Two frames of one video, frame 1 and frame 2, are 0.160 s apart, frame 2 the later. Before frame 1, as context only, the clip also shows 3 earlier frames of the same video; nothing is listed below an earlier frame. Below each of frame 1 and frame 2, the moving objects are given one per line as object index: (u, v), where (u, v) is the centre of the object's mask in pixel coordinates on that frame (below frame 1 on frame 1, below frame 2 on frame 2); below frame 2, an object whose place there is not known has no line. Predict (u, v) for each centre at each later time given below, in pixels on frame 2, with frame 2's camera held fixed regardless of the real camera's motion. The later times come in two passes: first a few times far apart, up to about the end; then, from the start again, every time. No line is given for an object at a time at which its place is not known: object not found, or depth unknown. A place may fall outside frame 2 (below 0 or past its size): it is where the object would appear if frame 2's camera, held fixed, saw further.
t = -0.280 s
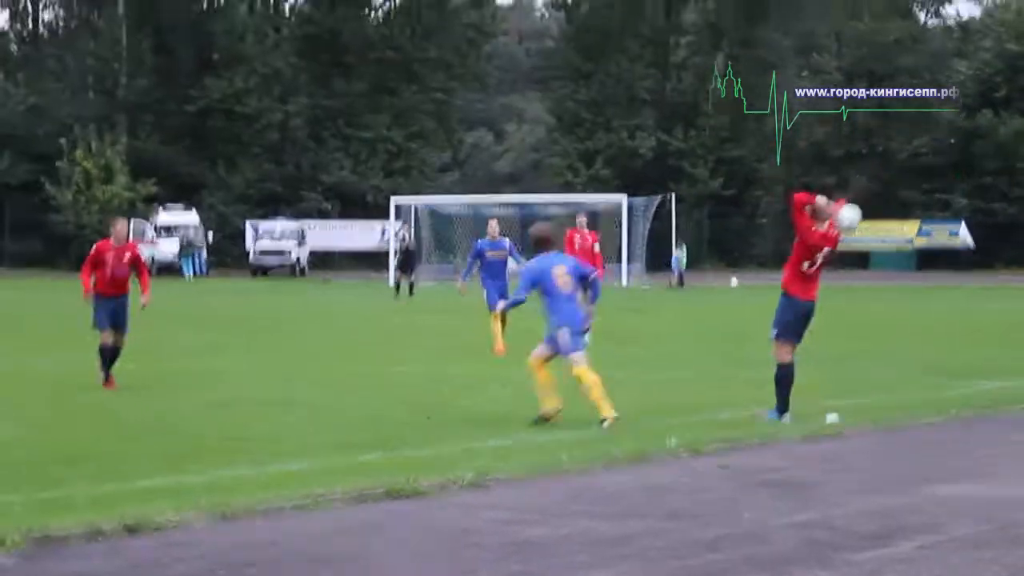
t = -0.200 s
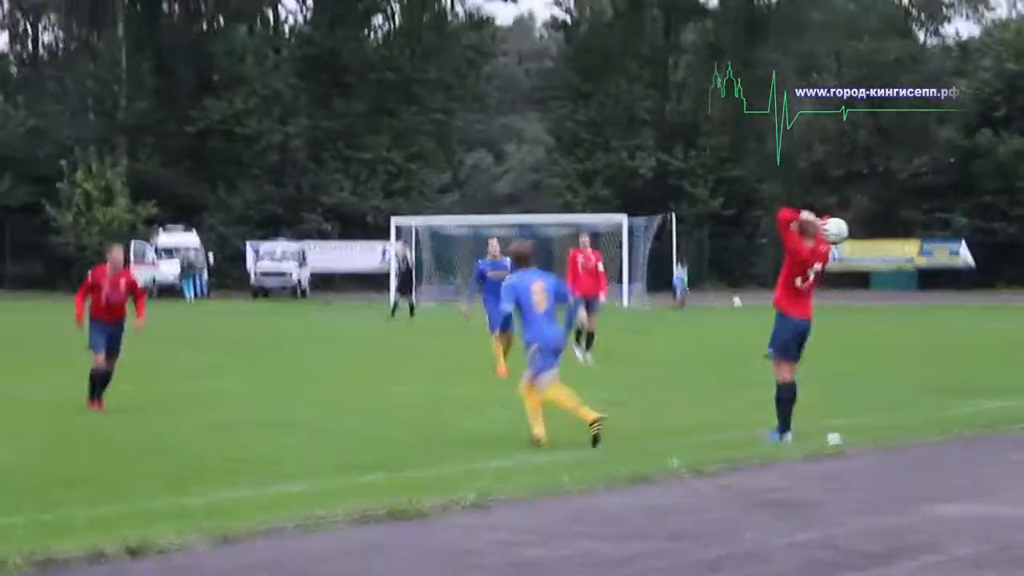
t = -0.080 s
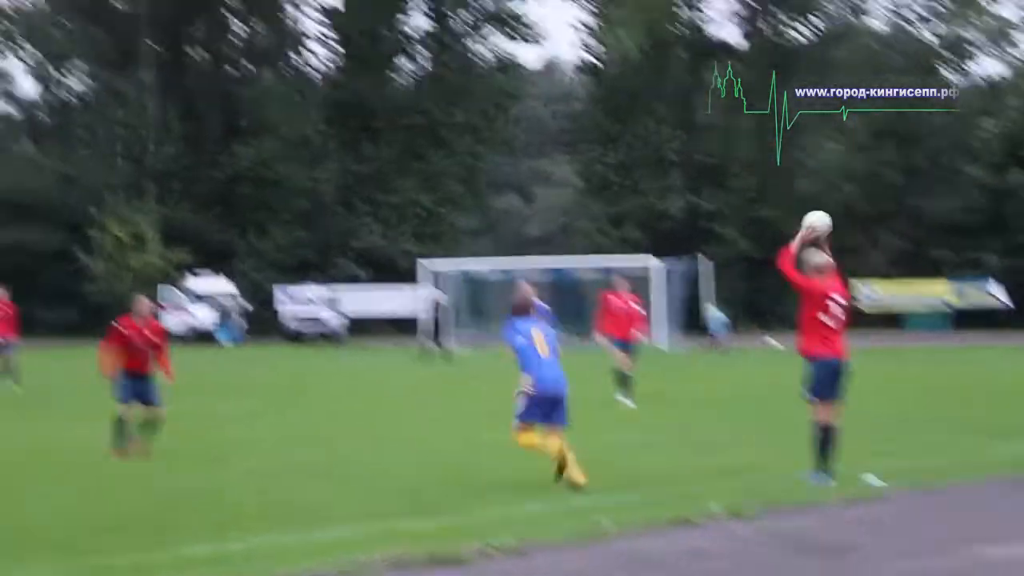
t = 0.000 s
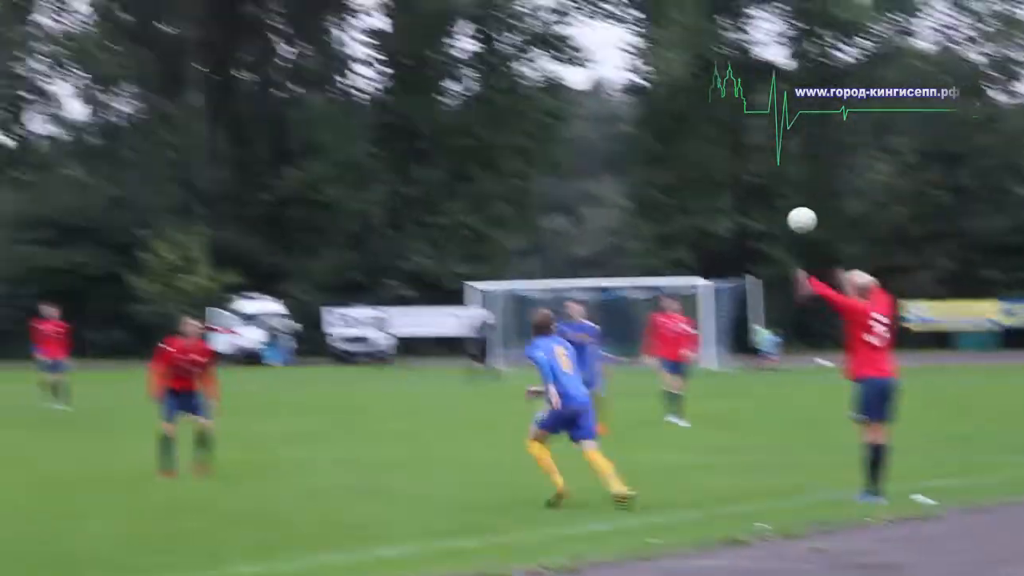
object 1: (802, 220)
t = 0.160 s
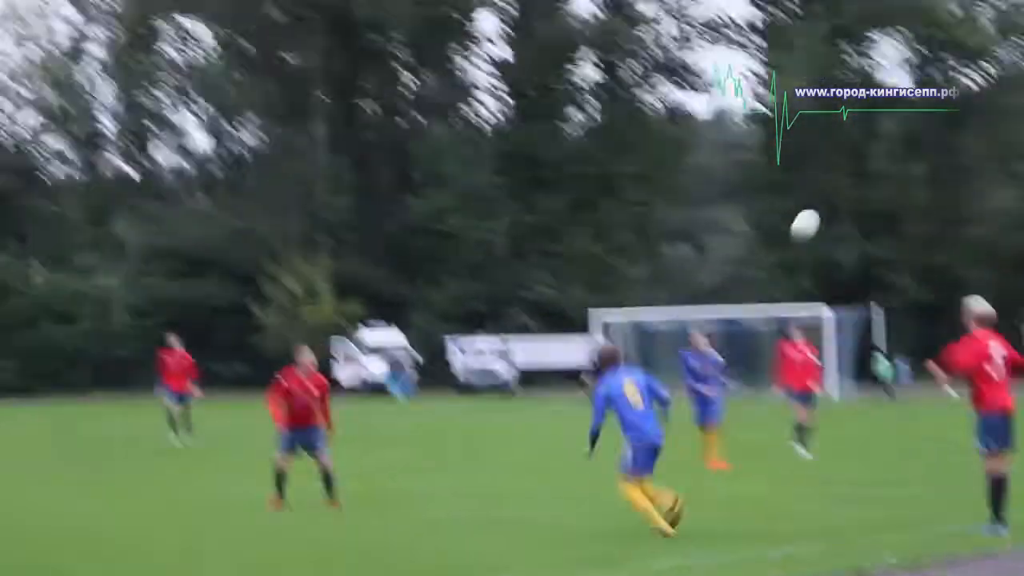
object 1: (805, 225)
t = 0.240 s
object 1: (752, 225)
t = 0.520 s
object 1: (579, 276)
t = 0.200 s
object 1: (778, 225)
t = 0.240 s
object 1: (752, 225)
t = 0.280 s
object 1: (726, 228)
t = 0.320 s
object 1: (700, 234)
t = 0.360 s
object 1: (675, 237)
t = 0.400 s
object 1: (650, 246)
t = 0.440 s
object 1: (626, 254)
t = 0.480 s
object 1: (602, 264)
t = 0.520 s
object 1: (579, 276)
